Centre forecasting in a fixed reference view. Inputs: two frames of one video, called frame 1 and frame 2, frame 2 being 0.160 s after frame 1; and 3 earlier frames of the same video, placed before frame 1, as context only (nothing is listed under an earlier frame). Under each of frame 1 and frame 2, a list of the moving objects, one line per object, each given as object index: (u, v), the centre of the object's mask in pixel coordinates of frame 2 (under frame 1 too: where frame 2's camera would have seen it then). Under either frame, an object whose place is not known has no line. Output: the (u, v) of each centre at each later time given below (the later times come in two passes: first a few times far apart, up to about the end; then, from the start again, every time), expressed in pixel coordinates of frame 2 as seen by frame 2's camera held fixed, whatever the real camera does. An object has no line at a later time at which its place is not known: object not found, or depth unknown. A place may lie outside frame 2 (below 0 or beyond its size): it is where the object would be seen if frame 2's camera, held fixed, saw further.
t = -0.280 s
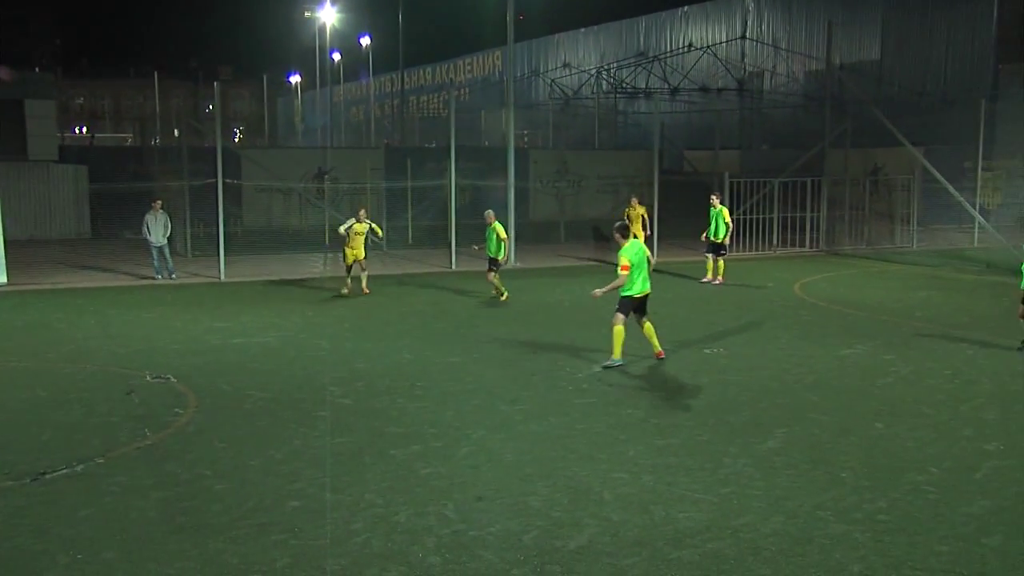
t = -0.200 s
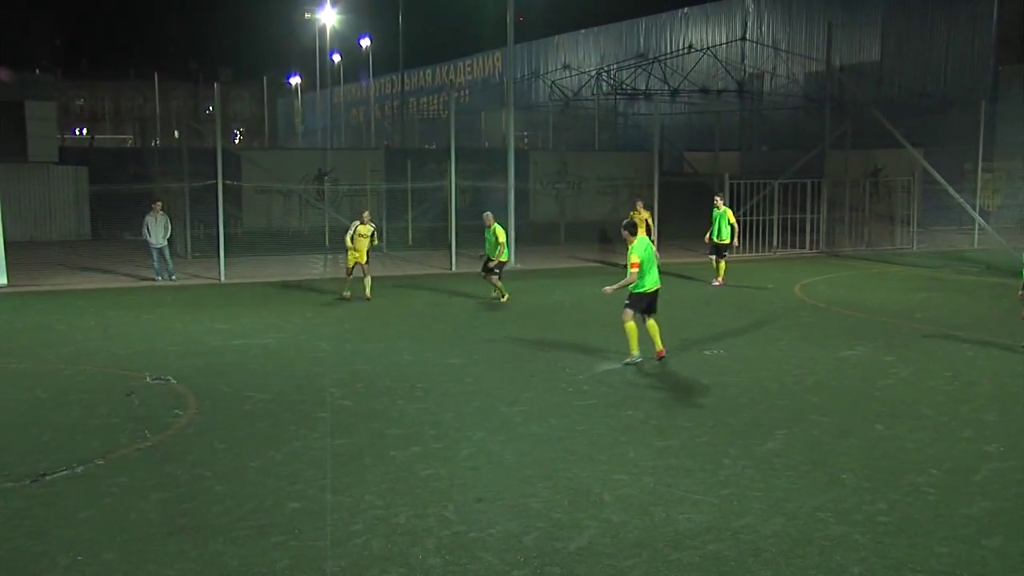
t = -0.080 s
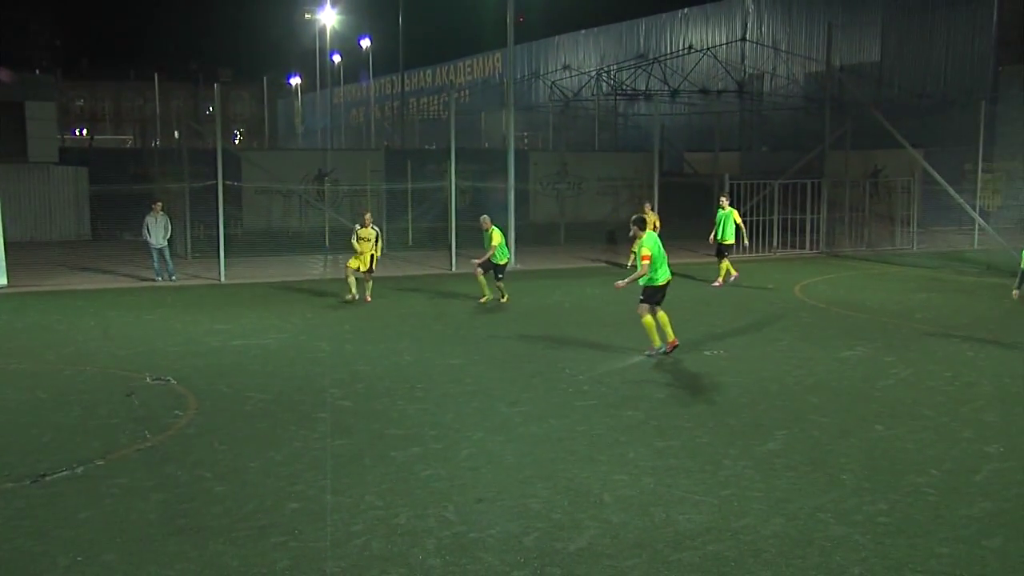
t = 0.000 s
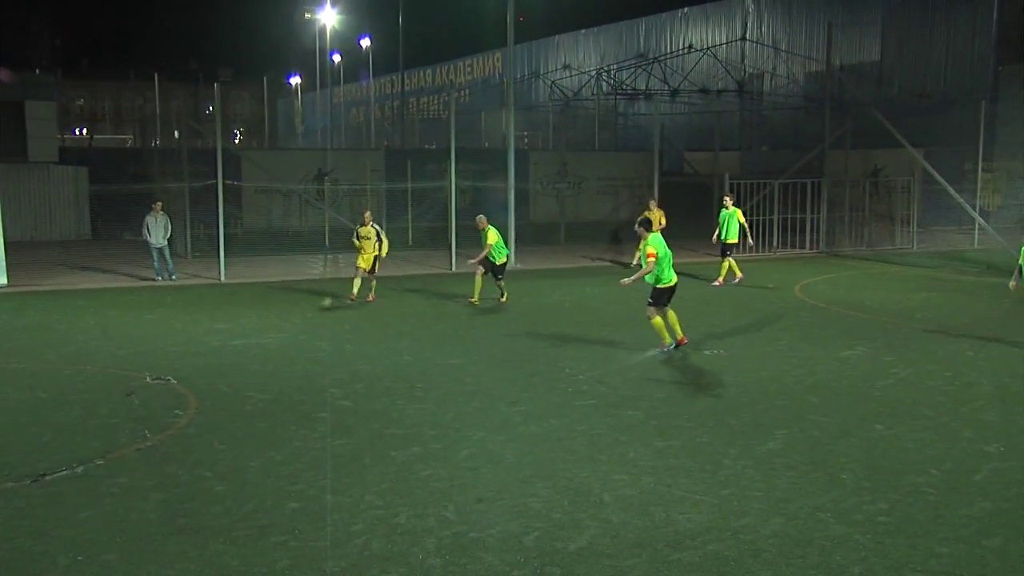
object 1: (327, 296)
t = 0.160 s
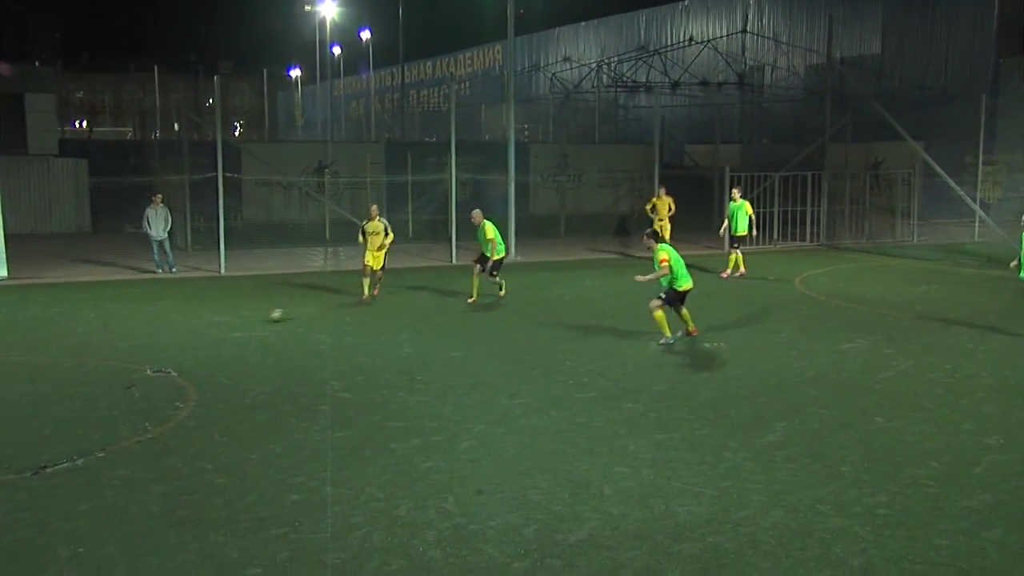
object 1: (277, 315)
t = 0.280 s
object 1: (233, 331)
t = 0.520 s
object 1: (132, 366)
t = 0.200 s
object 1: (262, 320)
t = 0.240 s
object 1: (249, 325)
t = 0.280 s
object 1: (233, 331)
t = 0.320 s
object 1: (218, 337)
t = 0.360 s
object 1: (201, 343)
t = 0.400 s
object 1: (185, 348)
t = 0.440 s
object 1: (168, 354)
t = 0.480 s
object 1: (150, 362)
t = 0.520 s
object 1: (132, 366)
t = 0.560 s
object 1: (115, 369)
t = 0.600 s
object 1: (97, 372)
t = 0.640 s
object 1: (77, 378)
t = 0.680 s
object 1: (57, 385)
